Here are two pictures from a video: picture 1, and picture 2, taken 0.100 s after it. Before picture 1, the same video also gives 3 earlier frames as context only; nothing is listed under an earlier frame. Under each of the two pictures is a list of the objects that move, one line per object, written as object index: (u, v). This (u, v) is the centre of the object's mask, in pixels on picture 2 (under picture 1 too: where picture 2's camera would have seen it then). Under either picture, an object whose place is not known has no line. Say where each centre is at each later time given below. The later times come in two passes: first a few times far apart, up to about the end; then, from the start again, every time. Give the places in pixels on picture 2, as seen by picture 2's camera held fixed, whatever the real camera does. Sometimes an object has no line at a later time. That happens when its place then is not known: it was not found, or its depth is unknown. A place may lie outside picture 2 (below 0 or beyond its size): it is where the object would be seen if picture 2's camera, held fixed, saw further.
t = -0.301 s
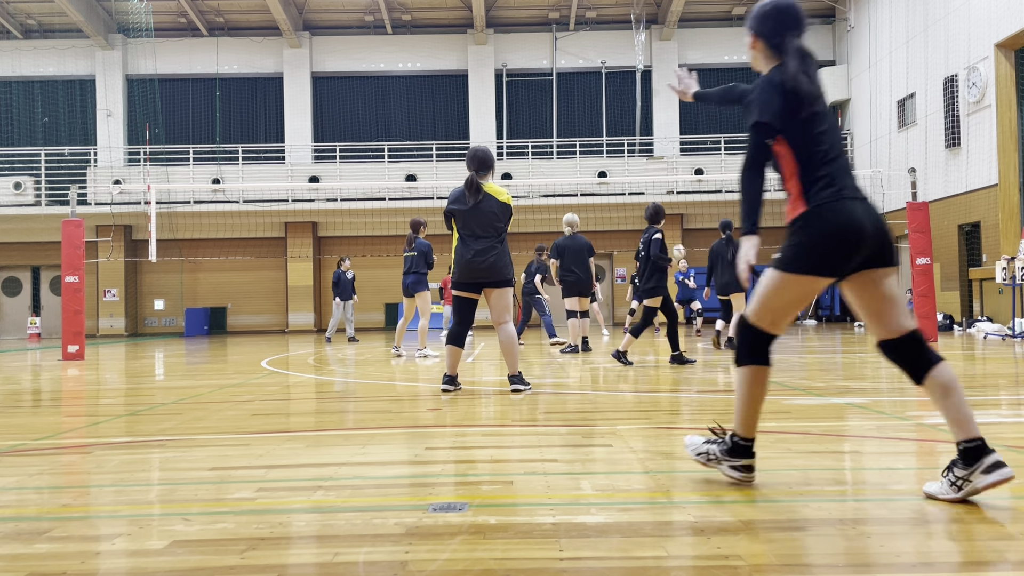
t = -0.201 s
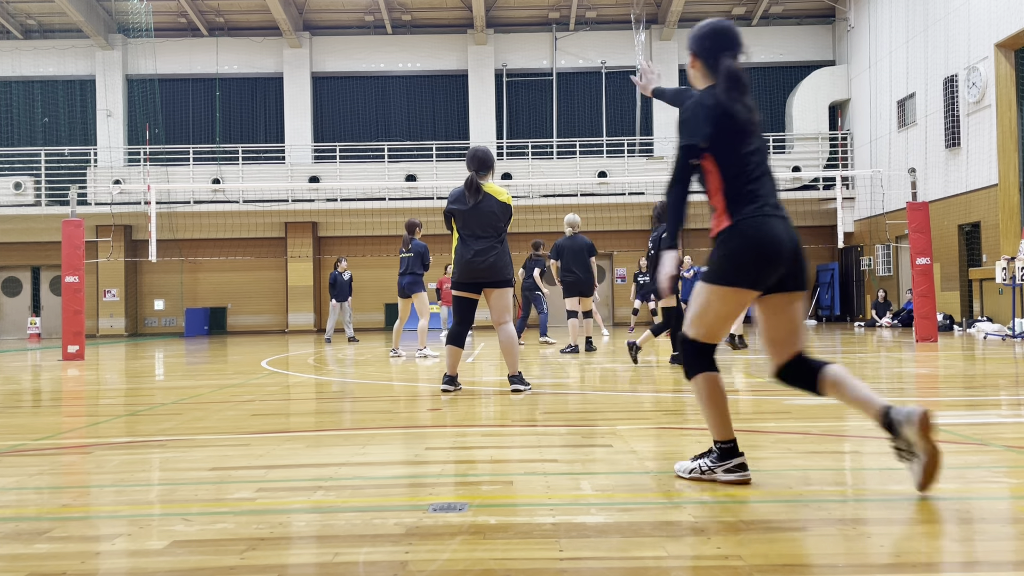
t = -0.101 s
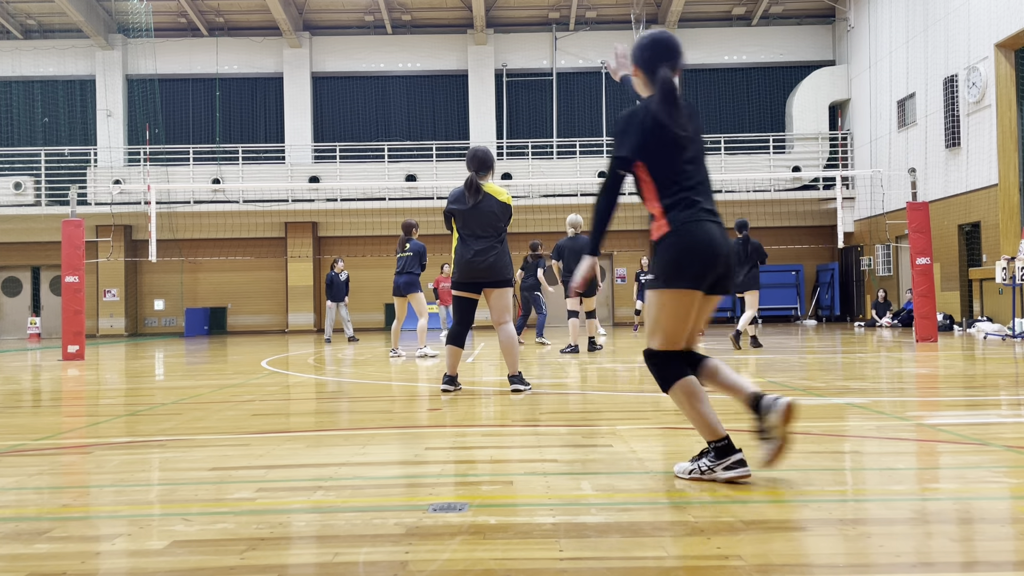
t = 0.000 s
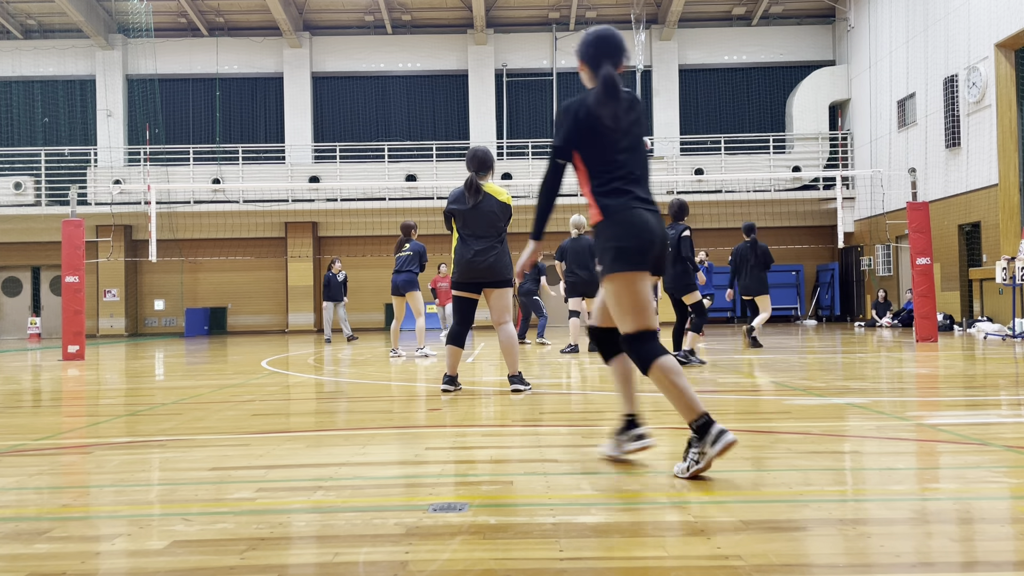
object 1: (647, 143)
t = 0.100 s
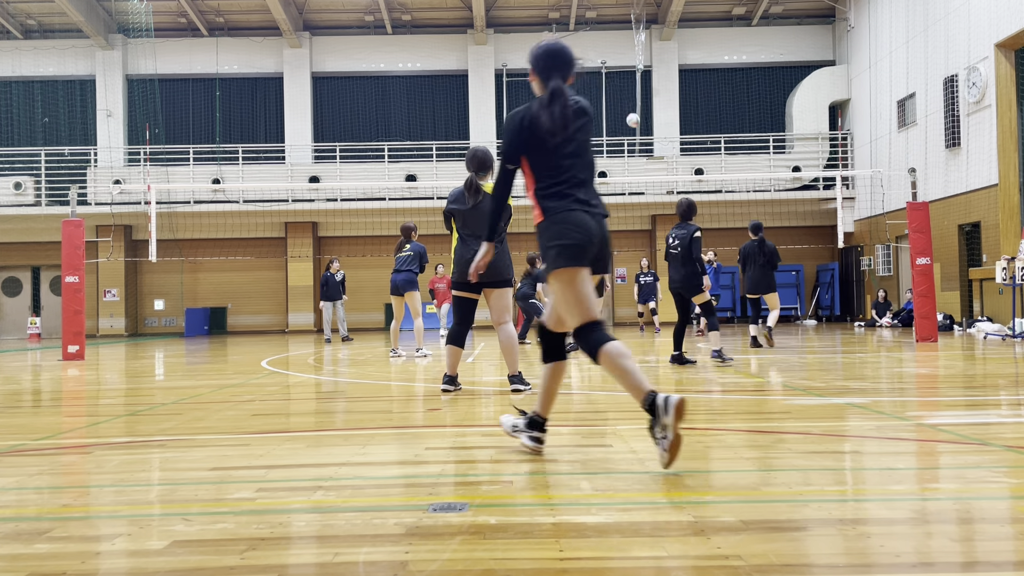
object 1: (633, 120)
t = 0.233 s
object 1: (617, 96)
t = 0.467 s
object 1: (590, 79)
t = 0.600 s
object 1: (575, 84)
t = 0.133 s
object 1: (629, 113)
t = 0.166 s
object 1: (625, 107)
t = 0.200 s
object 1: (621, 102)
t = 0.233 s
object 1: (617, 96)
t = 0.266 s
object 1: (614, 92)
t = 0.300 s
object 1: (610, 88)
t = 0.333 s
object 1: (606, 85)
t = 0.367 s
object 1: (602, 82)
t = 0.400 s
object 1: (598, 81)
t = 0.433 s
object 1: (594, 79)
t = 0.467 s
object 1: (590, 79)
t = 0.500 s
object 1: (586, 79)
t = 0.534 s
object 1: (582, 80)
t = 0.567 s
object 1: (578, 81)
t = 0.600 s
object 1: (575, 84)
